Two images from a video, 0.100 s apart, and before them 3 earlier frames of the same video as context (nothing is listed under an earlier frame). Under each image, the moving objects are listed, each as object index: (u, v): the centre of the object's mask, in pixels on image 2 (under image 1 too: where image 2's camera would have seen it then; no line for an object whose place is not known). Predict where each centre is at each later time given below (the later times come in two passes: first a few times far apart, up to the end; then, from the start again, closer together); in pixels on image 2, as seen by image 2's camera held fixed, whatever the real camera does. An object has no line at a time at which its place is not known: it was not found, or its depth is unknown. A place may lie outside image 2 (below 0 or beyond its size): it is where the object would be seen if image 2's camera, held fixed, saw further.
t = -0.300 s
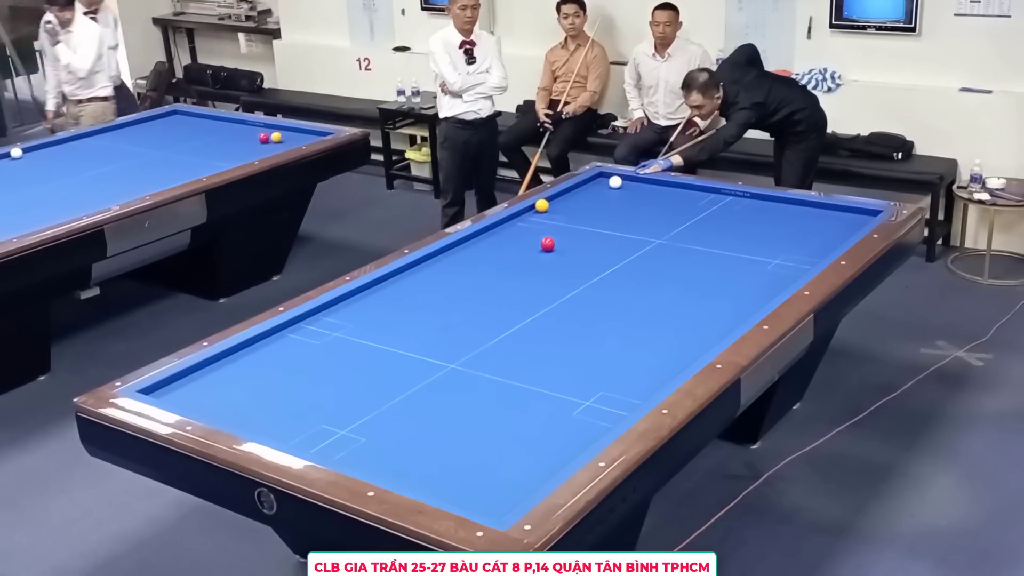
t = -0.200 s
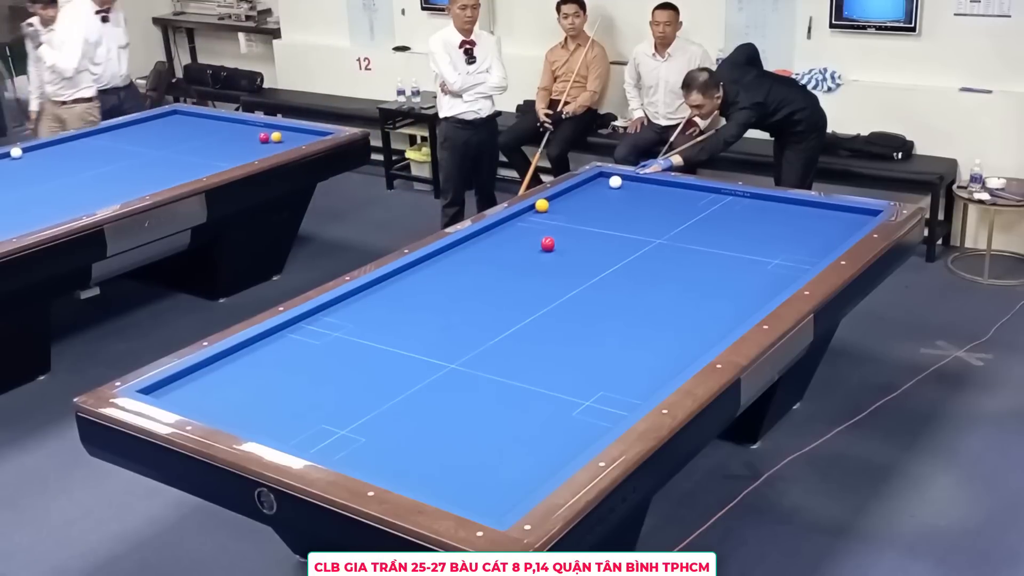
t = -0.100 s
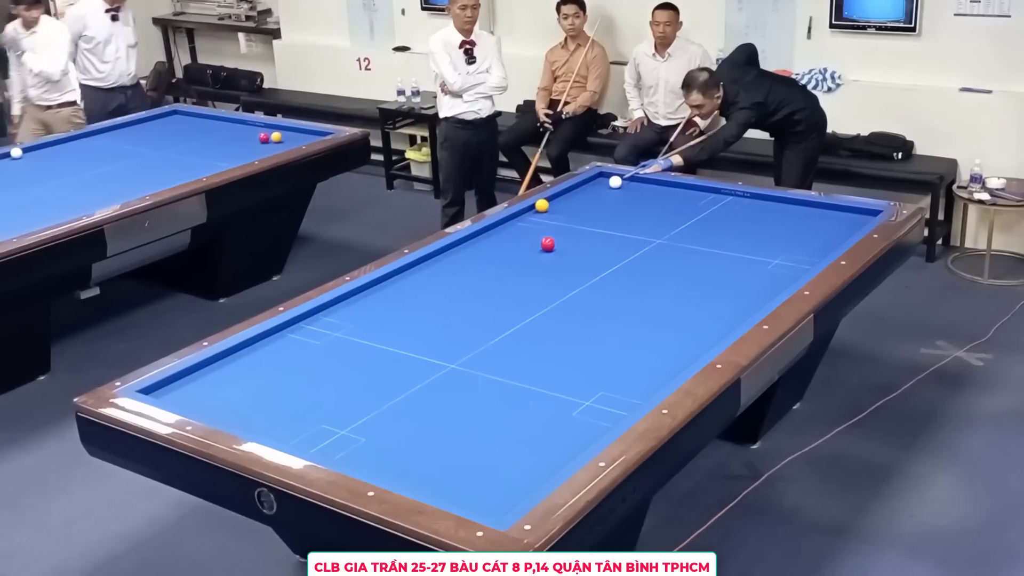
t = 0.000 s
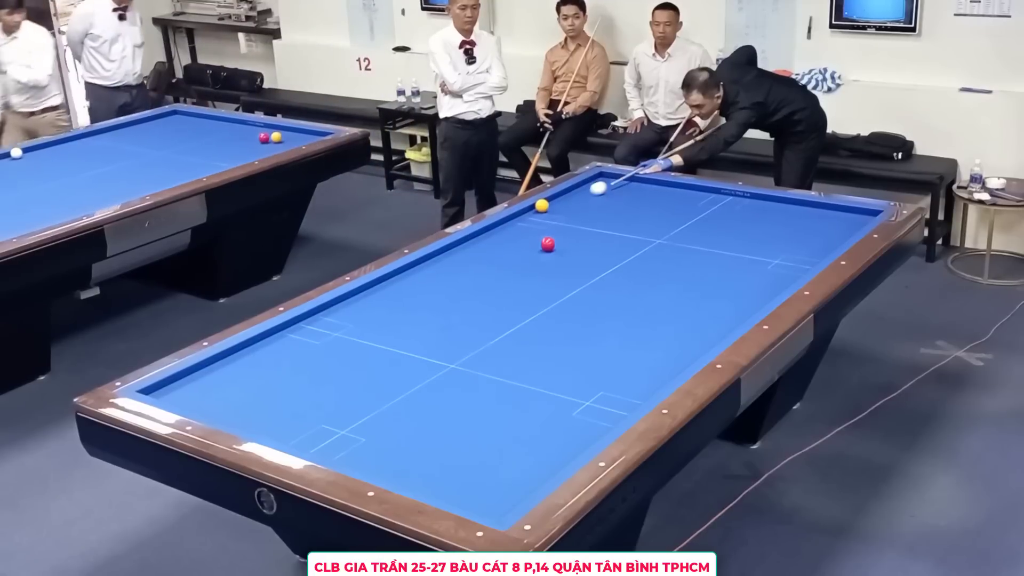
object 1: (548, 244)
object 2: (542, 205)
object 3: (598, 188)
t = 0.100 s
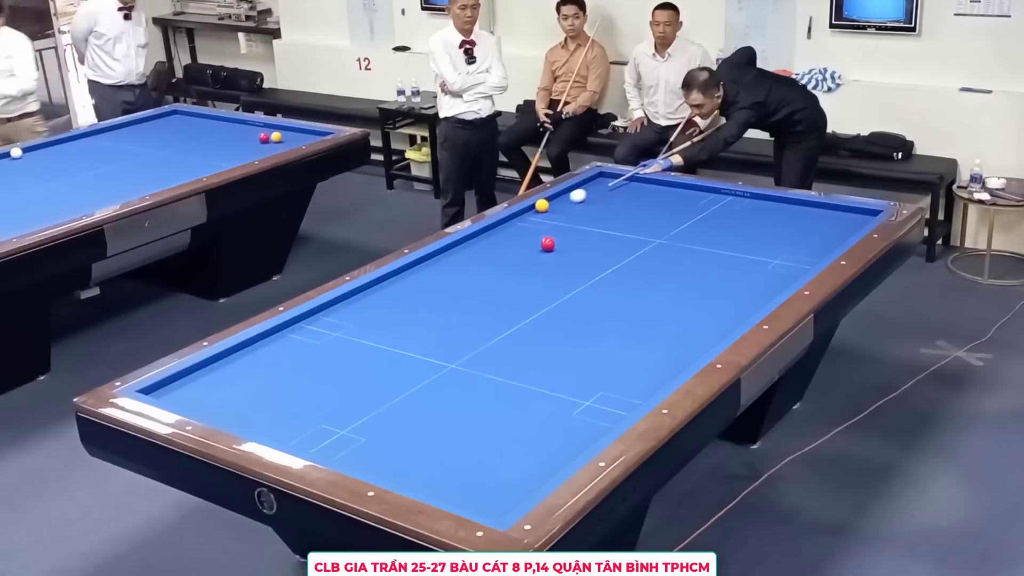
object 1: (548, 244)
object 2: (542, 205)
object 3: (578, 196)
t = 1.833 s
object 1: (577, 307)
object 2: (617, 257)
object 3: (479, 268)
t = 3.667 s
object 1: (598, 418)
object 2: (718, 321)
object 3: (380, 315)
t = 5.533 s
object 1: (434, 456)
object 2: (646, 330)
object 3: (296, 358)
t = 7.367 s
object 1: (379, 452)
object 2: (594, 332)
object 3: (232, 386)
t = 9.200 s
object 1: (383, 441)
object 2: (580, 333)
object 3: (205, 399)
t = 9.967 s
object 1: (383, 441)
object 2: (580, 333)
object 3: (205, 400)
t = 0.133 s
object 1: (548, 244)
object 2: (541, 205)
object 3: (571, 198)
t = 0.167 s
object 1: (548, 244)
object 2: (541, 205)
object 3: (565, 201)
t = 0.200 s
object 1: (548, 244)
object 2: (542, 205)
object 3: (558, 203)
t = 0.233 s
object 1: (548, 244)
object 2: (537, 206)
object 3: (555, 206)
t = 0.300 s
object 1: (548, 244)
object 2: (539, 208)
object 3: (556, 210)
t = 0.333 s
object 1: (548, 244)
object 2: (541, 209)
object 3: (555, 213)
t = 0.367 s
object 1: (548, 244)
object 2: (542, 210)
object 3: (555, 215)
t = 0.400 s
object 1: (548, 244)
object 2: (543, 211)
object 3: (553, 217)
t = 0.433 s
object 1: (548, 244)
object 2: (545, 211)
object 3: (553, 220)
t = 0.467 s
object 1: (548, 244)
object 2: (547, 212)
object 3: (551, 222)
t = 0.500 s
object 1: (548, 244)
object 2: (549, 213)
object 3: (550, 225)
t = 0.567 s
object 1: (548, 244)
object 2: (552, 216)
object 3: (548, 229)
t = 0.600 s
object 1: (548, 244)
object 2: (554, 217)
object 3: (547, 231)
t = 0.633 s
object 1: (548, 244)
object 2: (556, 218)
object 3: (546, 232)
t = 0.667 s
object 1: (548, 244)
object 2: (557, 220)
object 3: (545, 234)
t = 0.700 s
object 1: (548, 245)
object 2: (559, 220)
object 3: (542, 237)
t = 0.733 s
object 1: (549, 247)
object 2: (561, 222)
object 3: (541, 239)
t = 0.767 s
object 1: (550, 248)
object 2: (562, 223)
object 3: (539, 240)
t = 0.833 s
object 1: (552, 252)
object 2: (566, 225)
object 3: (536, 242)
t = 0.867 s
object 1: (553, 254)
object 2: (567, 226)
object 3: (534, 243)
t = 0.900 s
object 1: (553, 256)
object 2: (569, 227)
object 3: (532, 243)
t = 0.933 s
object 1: (554, 258)
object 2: (571, 228)
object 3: (530, 244)
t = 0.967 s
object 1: (555, 259)
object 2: (572, 229)
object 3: (528, 245)
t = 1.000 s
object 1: (556, 261)
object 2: (574, 230)
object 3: (526, 246)
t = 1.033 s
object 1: (556, 263)
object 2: (576, 231)
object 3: (524, 247)
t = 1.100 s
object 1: (558, 266)
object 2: (579, 233)
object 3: (520, 249)
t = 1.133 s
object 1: (559, 268)
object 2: (581, 234)
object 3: (518, 250)
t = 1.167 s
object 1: (560, 270)
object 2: (582, 235)
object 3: (517, 251)
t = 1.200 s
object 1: (561, 271)
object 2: (584, 236)
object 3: (514, 252)
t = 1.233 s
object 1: (561, 273)
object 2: (586, 237)
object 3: (513, 252)
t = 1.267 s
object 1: (562, 275)
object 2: (587, 238)
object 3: (511, 253)
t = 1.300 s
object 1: (563, 277)
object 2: (589, 239)
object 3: (509, 254)
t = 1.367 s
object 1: (565, 280)
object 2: (593, 242)
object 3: (505, 256)
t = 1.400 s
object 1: (566, 282)
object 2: (594, 243)
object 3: (503, 257)
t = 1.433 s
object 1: (566, 284)
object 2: (596, 244)
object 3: (501, 258)
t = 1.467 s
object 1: (567, 286)
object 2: (598, 245)
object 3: (499, 259)
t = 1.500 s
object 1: (568, 288)
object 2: (600, 246)
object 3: (497, 259)
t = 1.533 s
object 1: (569, 289)
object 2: (601, 247)
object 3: (496, 260)
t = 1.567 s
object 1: (570, 291)
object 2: (603, 248)
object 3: (494, 261)
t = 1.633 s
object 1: (571, 295)
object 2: (606, 250)
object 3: (490, 263)
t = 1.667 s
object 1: (572, 297)
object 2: (608, 251)
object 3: (488, 264)
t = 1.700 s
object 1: (573, 299)
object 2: (610, 252)
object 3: (486, 265)
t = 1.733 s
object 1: (574, 301)
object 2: (612, 254)
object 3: (484, 266)
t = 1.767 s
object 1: (575, 303)
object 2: (613, 255)
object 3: (483, 266)
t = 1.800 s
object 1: (576, 305)
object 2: (615, 256)
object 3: (480, 267)
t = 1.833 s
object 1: (577, 307)
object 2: (617, 257)
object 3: (479, 268)
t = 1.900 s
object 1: (579, 311)
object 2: (620, 259)
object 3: (475, 270)
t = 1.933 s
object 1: (579, 313)
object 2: (622, 260)
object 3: (473, 271)
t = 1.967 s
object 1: (580, 315)
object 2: (624, 261)
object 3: (471, 271)
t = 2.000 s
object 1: (581, 317)
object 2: (626, 262)
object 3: (469, 272)
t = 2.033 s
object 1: (582, 319)
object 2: (628, 264)
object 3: (467, 273)
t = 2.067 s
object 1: (583, 321)
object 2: (629, 265)
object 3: (466, 274)
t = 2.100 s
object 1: (584, 323)
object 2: (631, 266)
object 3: (464, 275)
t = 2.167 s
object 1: (586, 327)
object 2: (635, 268)
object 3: (460, 277)
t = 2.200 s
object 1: (587, 329)
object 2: (637, 269)
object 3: (458, 278)
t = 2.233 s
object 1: (588, 331)
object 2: (638, 270)
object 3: (456, 278)
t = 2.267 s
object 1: (589, 333)
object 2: (640, 271)
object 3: (454, 279)
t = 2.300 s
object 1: (589, 335)
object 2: (642, 273)
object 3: (453, 280)
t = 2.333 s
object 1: (590, 337)
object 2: (644, 274)
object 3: (451, 281)
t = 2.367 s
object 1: (591, 340)
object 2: (646, 275)
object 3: (449, 282)
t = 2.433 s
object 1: (593, 344)
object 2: (649, 277)
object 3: (445, 284)
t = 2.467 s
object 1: (594, 346)
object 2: (651, 278)
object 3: (443, 285)
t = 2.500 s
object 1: (595, 348)
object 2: (653, 279)
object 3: (442, 285)
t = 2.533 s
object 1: (596, 350)
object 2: (655, 281)
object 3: (440, 286)
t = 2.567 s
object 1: (597, 353)
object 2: (657, 282)
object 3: (438, 287)
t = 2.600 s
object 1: (598, 355)
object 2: (658, 283)
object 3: (436, 288)
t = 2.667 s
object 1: (600, 359)
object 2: (662, 285)
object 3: (433, 290)
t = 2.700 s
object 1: (601, 361)
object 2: (664, 286)
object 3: (431, 291)
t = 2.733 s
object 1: (602, 364)
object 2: (666, 288)
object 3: (429, 291)
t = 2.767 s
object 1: (603, 366)
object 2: (668, 289)
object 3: (427, 292)
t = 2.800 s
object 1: (604, 368)
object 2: (669, 290)
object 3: (425, 293)
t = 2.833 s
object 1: (605, 370)
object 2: (672, 291)
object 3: (423, 294)
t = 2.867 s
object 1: (606, 373)
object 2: (673, 292)
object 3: (421, 295)
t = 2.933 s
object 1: (608, 377)
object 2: (677, 295)
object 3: (418, 297)
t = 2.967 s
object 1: (609, 380)
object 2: (679, 296)
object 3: (416, 297)
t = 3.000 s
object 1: (610, 382)
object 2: (681, 297)
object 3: (414, 298)
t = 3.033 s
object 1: (611, 384)
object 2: (683, 298)
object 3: (412, 299)
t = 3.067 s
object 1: (612, 387)
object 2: (684, 299)
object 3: (411, 300)
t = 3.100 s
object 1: (613, 389)
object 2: (686, 301)
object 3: (409, 301)
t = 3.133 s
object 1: (614, 392)
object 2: (688, 302)
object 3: (407, 302)
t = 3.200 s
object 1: (616, 396)
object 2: (692, 304)
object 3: (404, 303)
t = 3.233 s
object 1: (617, 399)
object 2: (694, 305)
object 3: (402, 304)
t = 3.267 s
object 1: (618, 401)
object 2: (696, 307)
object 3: (400, 305)
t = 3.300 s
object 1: (620, 404)
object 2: (698, 308)
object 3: (398, 306)
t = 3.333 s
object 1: (621, 406)
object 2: (700, 309)
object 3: (397, 306)
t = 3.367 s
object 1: (621, 408)
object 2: (702, 310)
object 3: (395, 307)
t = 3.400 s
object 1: (622, 410)
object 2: (703, 311)
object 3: (393, 308)
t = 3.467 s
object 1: (617, 413)
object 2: (707, 313)
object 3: (390, 310)
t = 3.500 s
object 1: (614, 414)
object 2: (709, 315)
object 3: (388, 311)
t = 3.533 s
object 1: (611, 415)
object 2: (711, 316)
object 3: (387, 312)
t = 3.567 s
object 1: (608, 416)
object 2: (713, 317)
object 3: (385, 313)
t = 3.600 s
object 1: (605, 416)
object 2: (715, 318)
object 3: (383, 313)
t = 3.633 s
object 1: (602, 417)
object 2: (717, 319)
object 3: (382, 314)
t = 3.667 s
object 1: (598, 418)
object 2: (718, 321)
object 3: (380, 315)
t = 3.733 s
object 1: (592, 419)
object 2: (722, 323)
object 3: (377, 317)
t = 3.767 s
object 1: (588, 420)
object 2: (724, 324)
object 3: (375, 317)
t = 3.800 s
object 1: (585, 421)
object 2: (726, 325)
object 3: (374, 318)
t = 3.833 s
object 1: (582, 421)
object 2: (727, 326)
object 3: (372, 319)
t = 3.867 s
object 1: (579, 422)
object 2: (728, 327)
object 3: (370, 320)
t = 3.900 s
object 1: (576, 423)
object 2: (726, 327)
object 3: (369, 321)
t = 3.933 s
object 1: (573, 424)
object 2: (724, 327)
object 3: (367, 321)
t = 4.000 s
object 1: (566, 425)
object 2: (721, 328)
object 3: (364, 323)
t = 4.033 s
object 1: (563, 426)
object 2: (719, 328)
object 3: (363, 324)
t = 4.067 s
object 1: (560, 426)
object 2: (717, 328)
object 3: (361, 325)
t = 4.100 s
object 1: (557, 427)
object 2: (715, 328)
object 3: (359, 326)
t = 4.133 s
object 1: (554, 428)
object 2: (713, 328)
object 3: (358, 327)
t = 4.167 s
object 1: (551, 429)
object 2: (711, 328)
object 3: (356, 328)
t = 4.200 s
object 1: (548, 430)
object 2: (709, 328)
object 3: (355, 328)
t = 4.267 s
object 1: (542, 431)
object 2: (706, 328)
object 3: (352, 330)
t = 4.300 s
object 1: (539, 432)
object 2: (704, 328)
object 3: (350, 331)
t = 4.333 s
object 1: (536, 433)
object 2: (702, 328)
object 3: (348, 332)
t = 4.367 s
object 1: (533, 433)
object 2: (700, 328)
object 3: (347, 332)
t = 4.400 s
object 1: (530, 434)
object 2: (698, 328)
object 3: (346, 333)
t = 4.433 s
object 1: (527, 435)
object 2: (697, 328)
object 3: (344, 334)
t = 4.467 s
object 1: (523, 435)
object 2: (695, 328)
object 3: (342, 335)
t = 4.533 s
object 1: (518, 436)
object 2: (691, 328)
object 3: (339, 336)
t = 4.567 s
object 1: (515, 437)
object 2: (690, 329)
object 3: (338, 337)
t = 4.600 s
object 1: (512, 438)
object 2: (688, 329)
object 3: (336, 338)
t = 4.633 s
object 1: (509, 439)
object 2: (686, 329)
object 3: (335, 338)
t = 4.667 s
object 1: (506, 439)
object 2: (685, 329)
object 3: (333, 339)
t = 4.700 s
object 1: (503, 440)
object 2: (683, 329)
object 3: (332, 340)
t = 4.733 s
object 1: (500, 441)
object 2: (681, 329)
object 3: (330, 341)
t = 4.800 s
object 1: (494, 442)
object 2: (678, 329)
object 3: (327, 342)
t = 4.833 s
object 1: (492, 442)
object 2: (676, 329)
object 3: (326, 343)
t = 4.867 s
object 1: (489, 443)
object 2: (675, 329)
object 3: (324, 344)
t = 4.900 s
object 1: (486, 444)
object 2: (673, 329)
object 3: (323, 344)
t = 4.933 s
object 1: (483, 445)
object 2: (672, 329)
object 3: (321, 345)
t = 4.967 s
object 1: (480, 445)
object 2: (670, 329)
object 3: (319, 346)
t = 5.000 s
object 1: (477, 446)
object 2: (669, 329)
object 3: (318, 346)
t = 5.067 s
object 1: (472, 447)
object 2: (665, 329)
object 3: (315, 348)
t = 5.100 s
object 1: (469, 448)
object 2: (664, 329)
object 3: (314, 349)
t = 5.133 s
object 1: (466, 448)
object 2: (663, 329)
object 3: (313, 349)
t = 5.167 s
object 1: (463, 449)
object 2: (661, 329)
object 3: (311, 350)
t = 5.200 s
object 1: (461, 450)
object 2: (660, 330)
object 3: (310, 351)
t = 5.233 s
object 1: (458, 451)
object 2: (658, 330)
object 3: (308, 352)
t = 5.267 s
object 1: (455, 451)
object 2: (657, 329)
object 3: (307, 352)
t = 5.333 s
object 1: (450, 452)
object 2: (654, 330)
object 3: (304, 354)
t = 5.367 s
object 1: (447, 453)
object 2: (653, 330)
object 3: (303, 355)
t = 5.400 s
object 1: (445, 454)
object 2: (651, 330)
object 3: (301, 355)
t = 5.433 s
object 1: (442, 454)
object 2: (650, 330)
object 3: (300, 356)
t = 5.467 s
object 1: (439, 455)
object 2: (649, 330)
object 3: (299, 357)
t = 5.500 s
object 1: (437, 456)
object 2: (647, 330)
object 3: (297, 357)
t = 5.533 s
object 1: (434, 456)
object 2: (646, 330)
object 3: (296, 358)
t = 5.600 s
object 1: (429, 457)
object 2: (644, 330)
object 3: (293, 359)
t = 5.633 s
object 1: (426, 458)
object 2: (642, 330)
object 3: (292, 360)
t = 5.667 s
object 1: (424, 459)
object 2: (641, 330)
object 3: (290, 360)
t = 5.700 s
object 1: (421, 459)
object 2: (640, 330)
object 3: (289, 361)
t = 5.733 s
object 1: (419, 460)
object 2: (638, 330)
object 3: (288, 361)
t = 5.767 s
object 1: (416, 461)
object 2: (637, 330)
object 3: (286, 362)
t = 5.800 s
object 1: (414, 461)
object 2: (636, 330)
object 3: (285, 363)
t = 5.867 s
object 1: (409, 462)
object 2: (634, 330)
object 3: (282, 364)
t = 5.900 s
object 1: (406, 463)
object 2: (633, 330)
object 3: (281, 364)
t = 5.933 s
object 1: (404, 463)
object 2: (631, 331)
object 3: (280, 365)
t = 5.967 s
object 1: (402, 464)
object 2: (630, 331)
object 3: (278, 366)
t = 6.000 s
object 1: (399, 464)
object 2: (629, 330)
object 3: (277, 366)
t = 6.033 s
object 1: (397, 465)
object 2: (628, 331)
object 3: (276, 367)
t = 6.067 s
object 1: (394, 466)
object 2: (627, 331)
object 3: (275, 368)
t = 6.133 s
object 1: (390, 467)
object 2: (625, 331)
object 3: (272, 369)
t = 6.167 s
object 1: (387, 467)
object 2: (624, 331)
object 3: (271, 369)
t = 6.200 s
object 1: (385, 467)
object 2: (622, 331)
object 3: (270, 370)
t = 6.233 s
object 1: (383, 468)
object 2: (622, 331)
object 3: (268, 371)
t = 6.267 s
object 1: (381, 468)
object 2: (621, 331)
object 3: (267, 371)
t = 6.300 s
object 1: (379, 468)
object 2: (620, 331)
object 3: (266, 371)
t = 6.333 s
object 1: (377, 467)
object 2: (618, 331)
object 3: (265, 372)
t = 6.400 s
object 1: (376, 467)
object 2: (617, 331)
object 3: (262, 373)
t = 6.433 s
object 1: (376, 467)
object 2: (616, 331)
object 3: (261, 374)
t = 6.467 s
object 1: (376, 466)
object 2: (615, 331)
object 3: (260, 374)
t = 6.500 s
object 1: (376, 466)
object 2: (614, 331)
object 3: (259, 375)
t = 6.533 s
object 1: (376, 466)
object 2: (613, 331)
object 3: (258, 376)
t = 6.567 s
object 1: (376, 465)
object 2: (612, 331)
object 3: (256, 376)
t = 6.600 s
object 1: (376, 465)
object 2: (611, 331)
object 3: (255, 376)
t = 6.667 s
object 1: (376, 464)
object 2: (609, 331)
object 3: (253, 377)
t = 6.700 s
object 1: (376, 463)
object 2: (608, 331)
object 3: (252, 378)
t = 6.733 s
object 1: (376, 463)
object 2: (608, 331)
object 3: (251, 378)
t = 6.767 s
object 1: (376, 462)
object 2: (607, 331)
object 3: (250, 379)
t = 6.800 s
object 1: (376, 462)
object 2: (606, 331)
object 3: (249, 379)
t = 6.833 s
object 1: (376, 461)
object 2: (605, 332)
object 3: (247, 380)
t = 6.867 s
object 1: (377, 460)
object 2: (604, 332)
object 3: (246, 380)
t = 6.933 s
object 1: (377, 459)
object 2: (603, 332)
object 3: (244, 381)
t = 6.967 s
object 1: (377, 458)
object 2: (602, 332)
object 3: (243, 381)
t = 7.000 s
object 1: (377, 458)
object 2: (601, 332)
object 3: (242, 382)
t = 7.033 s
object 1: (377, 457)
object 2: (601, 332)
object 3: (241, 382)
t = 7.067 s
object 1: (378, 457)
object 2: (600, 332)
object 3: (240, 383)
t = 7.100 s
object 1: (378, 456)
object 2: (599, 332)
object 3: (240, 383)
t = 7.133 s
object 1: (378, 456)
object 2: (598, 332)
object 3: (239, 384)
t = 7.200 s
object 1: (378, 455)
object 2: (597, 332)
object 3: (237, 384)
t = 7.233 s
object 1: (378, 454)
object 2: (597, 332)
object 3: (236, 385)
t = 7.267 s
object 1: (379, 454)
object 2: (596, 332)
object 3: (235, 385)
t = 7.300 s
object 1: (379, 453)
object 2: (595, 332)
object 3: (234, 385)
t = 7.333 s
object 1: (379, 453)
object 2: (595, 332)
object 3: (233, 386)
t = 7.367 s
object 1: (379, 452)
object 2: (594, 332)
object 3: (232, 386)
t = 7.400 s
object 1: (379, 452)
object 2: (593, 332)
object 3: (231, 387)
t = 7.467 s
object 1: (379, 451)
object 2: (592, 332)
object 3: (230, 387)
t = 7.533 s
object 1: (380, 450)
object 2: (591, 332)
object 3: (228, 388)
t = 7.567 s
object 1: (380, 450)
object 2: (591, 332)
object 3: (227, 388)
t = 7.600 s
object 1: (380, 450)
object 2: (590, 332)
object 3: (226, 389)
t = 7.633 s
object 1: (380, 449)
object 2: (590, 332)
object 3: (226, 389)
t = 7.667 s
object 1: (380, 449)
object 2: (589, 332)
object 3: (225, 389)
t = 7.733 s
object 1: (380, 448)
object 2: (588, 332)
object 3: (224, 390)
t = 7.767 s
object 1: (381, 448)
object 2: (588, 332)
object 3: (223, 390)
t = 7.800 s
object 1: (381, 447)
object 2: (587, 332)
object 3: (222, 391)
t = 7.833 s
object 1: (381, 447)
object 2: (587, 332)
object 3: (221, 391)
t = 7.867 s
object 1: (381, 447)
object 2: (587, 332)
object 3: (221, 391)
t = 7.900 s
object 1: (381, 446)
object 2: (586, 332)
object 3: (220, 392)
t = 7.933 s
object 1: (381, 446)
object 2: (586, 332)
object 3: (219, 392)
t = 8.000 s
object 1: (381, 446)
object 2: (585, 333)
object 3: (218, 393)
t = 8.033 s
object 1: (381, 445)
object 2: (585, 333)
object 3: (218, 393)
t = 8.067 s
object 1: (381, 445)
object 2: (585, 333)
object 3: (217, 393)
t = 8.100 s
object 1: (381, 445)
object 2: (584, 333)
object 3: (217, 393)
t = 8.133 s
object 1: (382, 444)
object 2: (584, 333)
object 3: (216, 394)
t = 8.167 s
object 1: (382, 444)
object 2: (584, 333)
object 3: (216, 394)
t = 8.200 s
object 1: (382, 444)
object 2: (583, 333)
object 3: (216, 394)
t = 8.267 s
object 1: (382, 444)
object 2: (583, 333)
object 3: (215, 395)
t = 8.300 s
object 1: (382, 443)
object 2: (582, 333)
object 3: (214, 395)
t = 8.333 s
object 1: (382, 443)
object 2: (582, 333)
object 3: (214, 395)
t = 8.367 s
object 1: (382, 443)
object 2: (582, 333)
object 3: (214, 396)
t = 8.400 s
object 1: (382, 443)
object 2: (582, 333)
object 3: (213, 396)
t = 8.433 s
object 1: (382, 443)
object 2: (582, 333)
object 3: (213, 396)
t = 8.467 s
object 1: (382, 443)
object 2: (581, 333)
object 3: (212, 396)
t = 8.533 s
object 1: (382, 442)
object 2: (581, 333)
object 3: (211, 397)
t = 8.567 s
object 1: (382, 442)
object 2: (581, 333)
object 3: (211, 397)
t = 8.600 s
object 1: (382, 442)
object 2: (581, 333)
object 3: (211, 397)
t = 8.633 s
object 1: (382, 442)
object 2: (580, 333)
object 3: (210, 397)
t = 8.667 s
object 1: (382, 441)
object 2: (580, 333)
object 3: (210, 397)
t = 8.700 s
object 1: (382, 441)
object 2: (580, 333)
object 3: (209, 397)
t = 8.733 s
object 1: (382, 441)
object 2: (580, 333)
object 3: (209, 398)
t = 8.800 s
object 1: (383, 441)
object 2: (580, 333)
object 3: (208, 398)
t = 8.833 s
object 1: (383, 441)
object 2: (580, 333)
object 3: (208, 398)
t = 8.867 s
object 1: (383, 441)
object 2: (580, 333)
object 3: (208, 398)
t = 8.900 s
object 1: (383, 441)
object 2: (580, 333)
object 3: (207, 398)
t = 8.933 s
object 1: (383, 441)
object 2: (580, 333)
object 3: (207, 399)
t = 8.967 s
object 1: (383, 441)
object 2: (580, 333)
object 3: (207, 399)
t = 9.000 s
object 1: (383, 441)
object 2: (580, 333)
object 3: (206, 399)
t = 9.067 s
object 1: (383, 441)
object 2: (580, 333)
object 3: (206, 399)
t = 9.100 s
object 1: (383, 441)
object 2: (580, 333)
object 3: (206, 399)
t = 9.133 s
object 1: (383, 441)
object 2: (580, 333)
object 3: (206, 399)
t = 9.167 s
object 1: (383, 441)
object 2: (580, 333)
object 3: (206, 399)
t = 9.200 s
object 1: (383, 441)
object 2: (580, 333)
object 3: (205, 399)
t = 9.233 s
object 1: (383, 441)
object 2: (580, 333)
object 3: (205, 399)
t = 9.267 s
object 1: (383, 441)
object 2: (580, 333)
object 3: (205, 399)
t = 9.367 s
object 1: (383, 441)
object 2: (580, 333)
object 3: (205, 400)
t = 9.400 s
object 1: (383, 441)
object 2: (580, 333)
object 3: (205, 400)
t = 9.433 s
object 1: (383, 441)
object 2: (580, 333)
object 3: (205, 399)
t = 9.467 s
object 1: (383, 441)
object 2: (580, 333)
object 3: (205, 400)
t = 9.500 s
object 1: (383, 441)
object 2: (580, 333)
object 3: (205, 400)
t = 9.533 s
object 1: (383, 441)
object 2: (580, 333)
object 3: (205, 400)
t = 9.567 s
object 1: (384, 441)
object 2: (580, 333)
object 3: (205, 400)
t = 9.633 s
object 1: (383, 441)
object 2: (580, 333)
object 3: (205, 400)
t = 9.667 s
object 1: (383, 441)
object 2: (580, 333)
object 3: (205, 400)
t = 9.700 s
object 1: (383, 441)
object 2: (580, 333)
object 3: (205, 400)
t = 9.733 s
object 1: (383, 441)
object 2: (580, 333)
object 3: (205, 400)
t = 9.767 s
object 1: (383, 441)
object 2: (580, 333)
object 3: (205, 400)
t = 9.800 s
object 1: (383, 441)
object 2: (580, 333)
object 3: (205, 400)
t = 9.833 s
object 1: (383, 441)
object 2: (580, 333)
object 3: (205, 400)
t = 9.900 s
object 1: (383, 441)
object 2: (580, 333)
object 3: (205, 400)
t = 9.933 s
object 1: (383, 441)
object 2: (580, 333)
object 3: (205, 400)
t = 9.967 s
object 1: (383, 441)
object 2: (580, 333)
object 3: (205, 400)
